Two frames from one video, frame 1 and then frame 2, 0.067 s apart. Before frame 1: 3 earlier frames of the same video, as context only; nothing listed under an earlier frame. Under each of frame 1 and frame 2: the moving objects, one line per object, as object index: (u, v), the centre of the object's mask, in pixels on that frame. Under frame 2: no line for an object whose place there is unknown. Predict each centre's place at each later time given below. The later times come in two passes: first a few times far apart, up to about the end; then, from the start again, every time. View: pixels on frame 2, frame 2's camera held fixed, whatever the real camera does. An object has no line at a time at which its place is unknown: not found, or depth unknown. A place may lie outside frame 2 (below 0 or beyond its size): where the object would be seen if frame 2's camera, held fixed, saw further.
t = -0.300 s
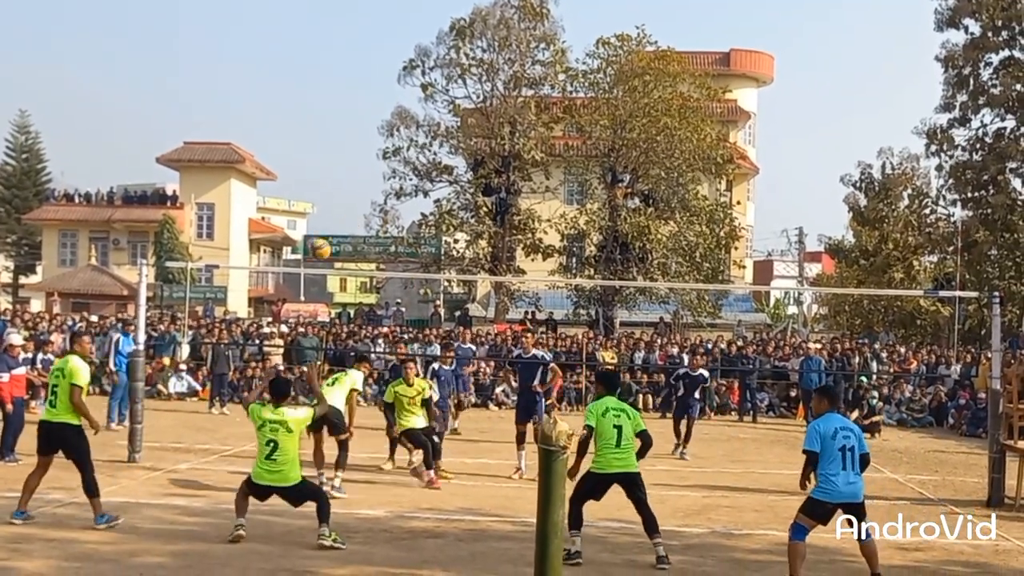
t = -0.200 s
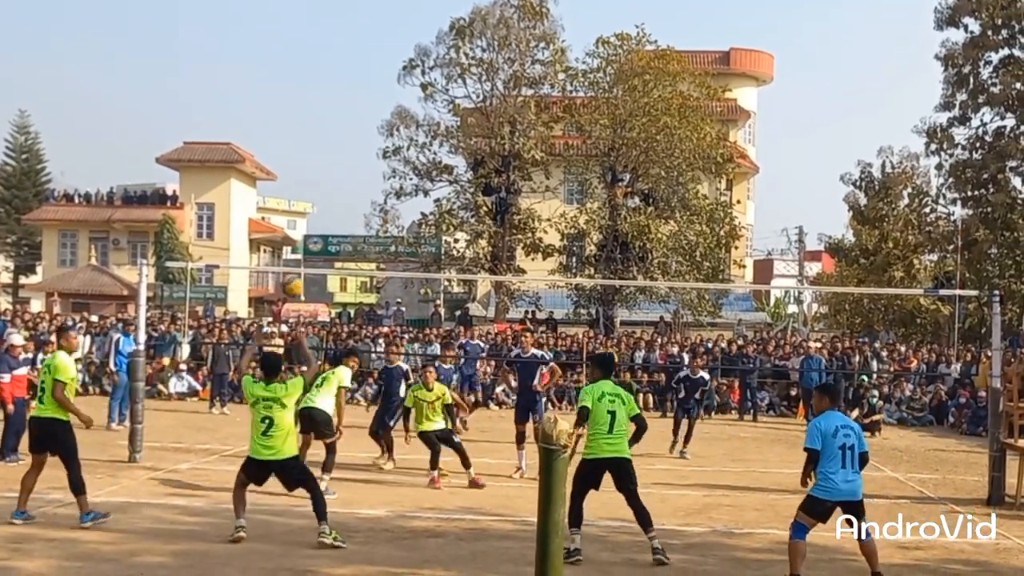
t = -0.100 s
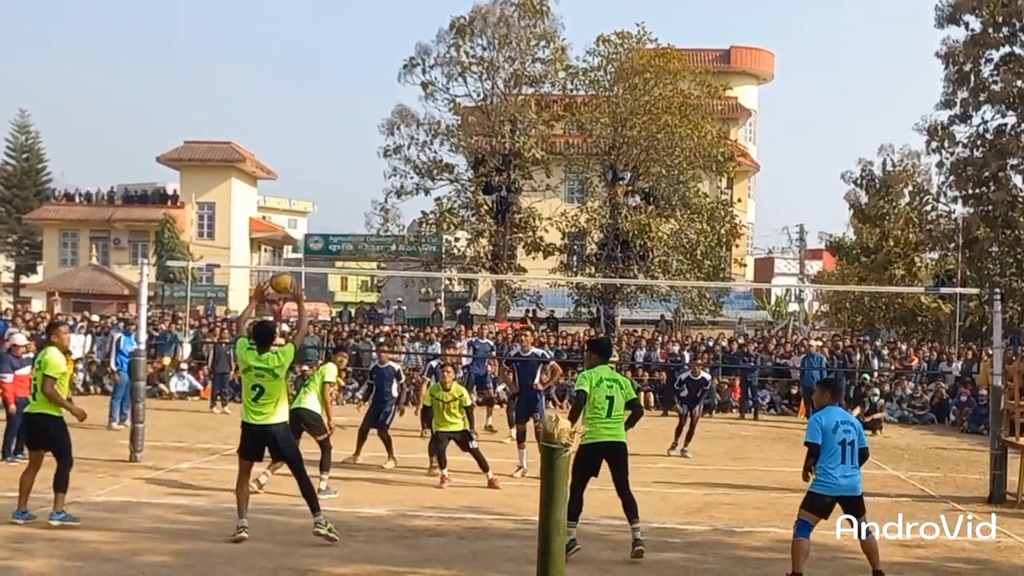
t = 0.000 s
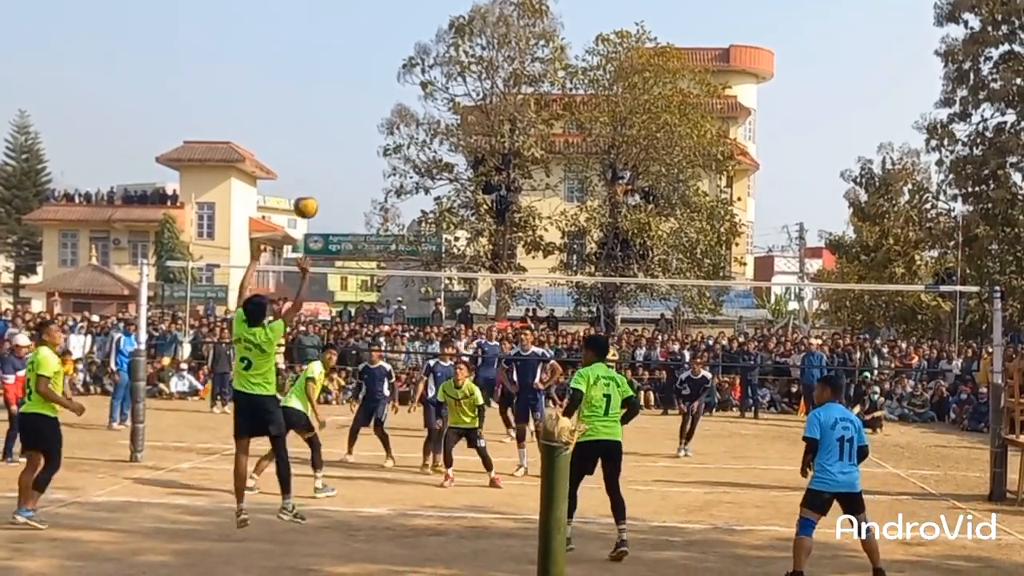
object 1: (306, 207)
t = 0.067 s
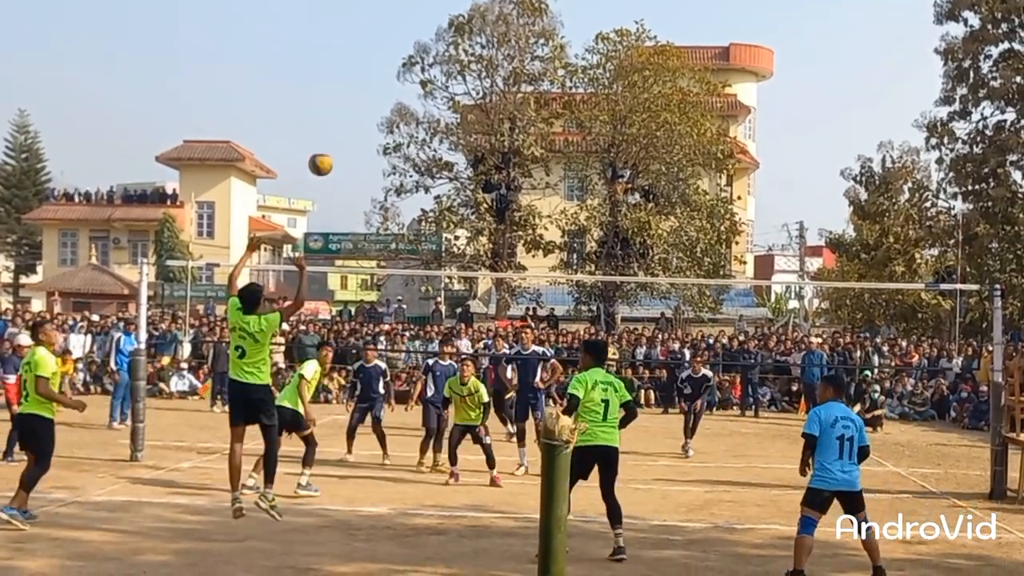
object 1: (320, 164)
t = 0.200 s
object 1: (347, 98)
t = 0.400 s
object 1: (384, 40)
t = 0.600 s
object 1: (416, 25)
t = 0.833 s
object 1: (450, 58)
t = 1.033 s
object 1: (476, 126)
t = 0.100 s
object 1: (327, 146)
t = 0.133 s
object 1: (335, 128)
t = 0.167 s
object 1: (341, 112)
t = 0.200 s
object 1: (347, 98)
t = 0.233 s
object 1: (354, 85)
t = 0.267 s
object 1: (360, 73)
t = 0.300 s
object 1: (366, 63)
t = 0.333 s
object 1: (372, 54)
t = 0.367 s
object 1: (378, 45)
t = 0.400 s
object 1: (384, 40)
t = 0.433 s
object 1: (389, 34)
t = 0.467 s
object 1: (395, 30)
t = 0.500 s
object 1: (400, 27)
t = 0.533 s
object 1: (405, 25)
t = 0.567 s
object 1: (411, 25)
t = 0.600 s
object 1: (416, 25)
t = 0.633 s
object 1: (421, 27)
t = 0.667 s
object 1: (426, 30)
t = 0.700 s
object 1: (431, 33)
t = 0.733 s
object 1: (436, 37)
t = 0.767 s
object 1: (440, 44)
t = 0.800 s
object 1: (445, 50)
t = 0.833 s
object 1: (450, 58)
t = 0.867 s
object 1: (454, 67)
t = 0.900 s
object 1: (458, 77)
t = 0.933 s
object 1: (461, 88)
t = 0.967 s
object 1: (467, 98)
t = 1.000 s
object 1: (471, 111)
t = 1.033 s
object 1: (476, 126)
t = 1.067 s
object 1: (480, 141)
